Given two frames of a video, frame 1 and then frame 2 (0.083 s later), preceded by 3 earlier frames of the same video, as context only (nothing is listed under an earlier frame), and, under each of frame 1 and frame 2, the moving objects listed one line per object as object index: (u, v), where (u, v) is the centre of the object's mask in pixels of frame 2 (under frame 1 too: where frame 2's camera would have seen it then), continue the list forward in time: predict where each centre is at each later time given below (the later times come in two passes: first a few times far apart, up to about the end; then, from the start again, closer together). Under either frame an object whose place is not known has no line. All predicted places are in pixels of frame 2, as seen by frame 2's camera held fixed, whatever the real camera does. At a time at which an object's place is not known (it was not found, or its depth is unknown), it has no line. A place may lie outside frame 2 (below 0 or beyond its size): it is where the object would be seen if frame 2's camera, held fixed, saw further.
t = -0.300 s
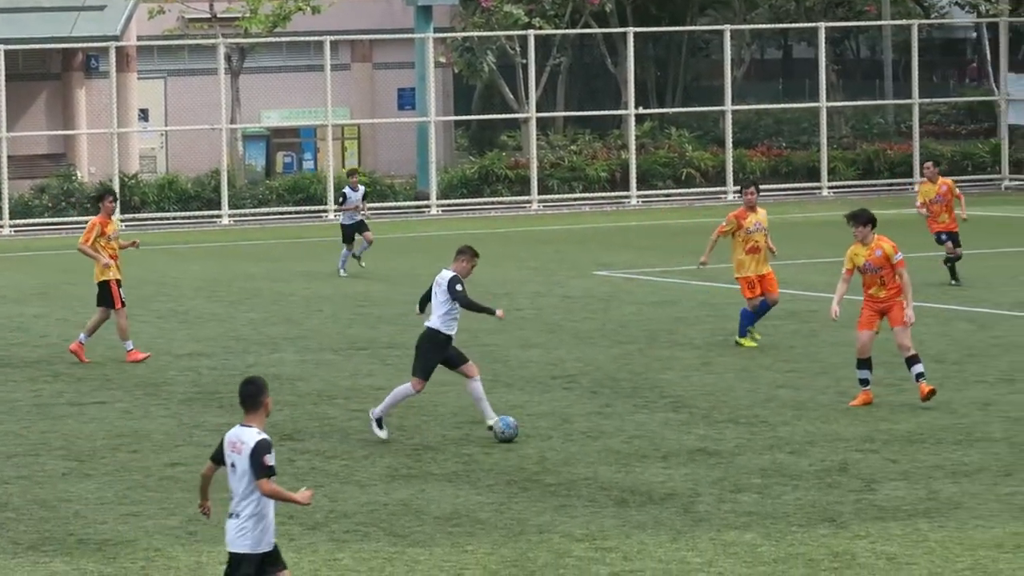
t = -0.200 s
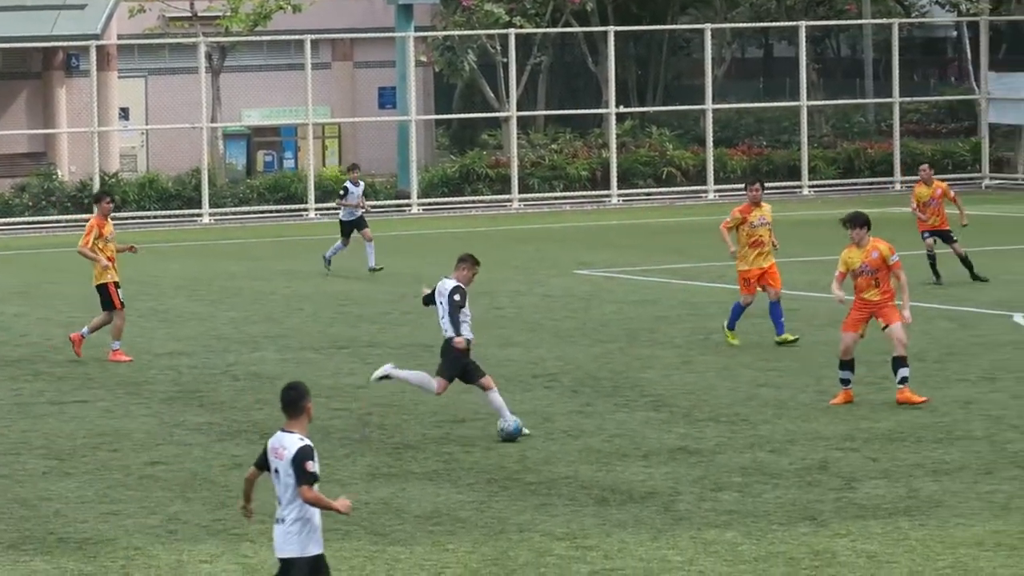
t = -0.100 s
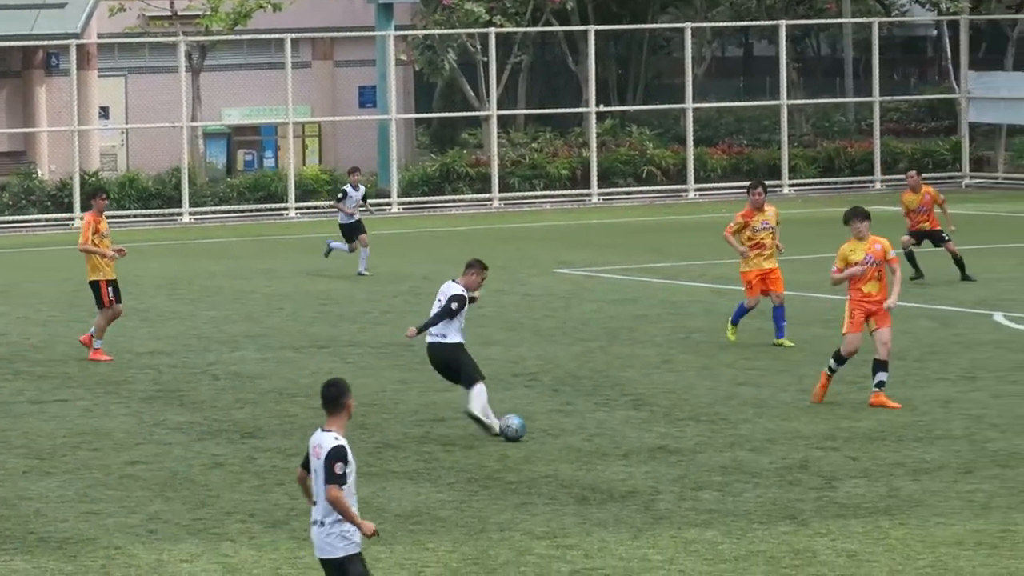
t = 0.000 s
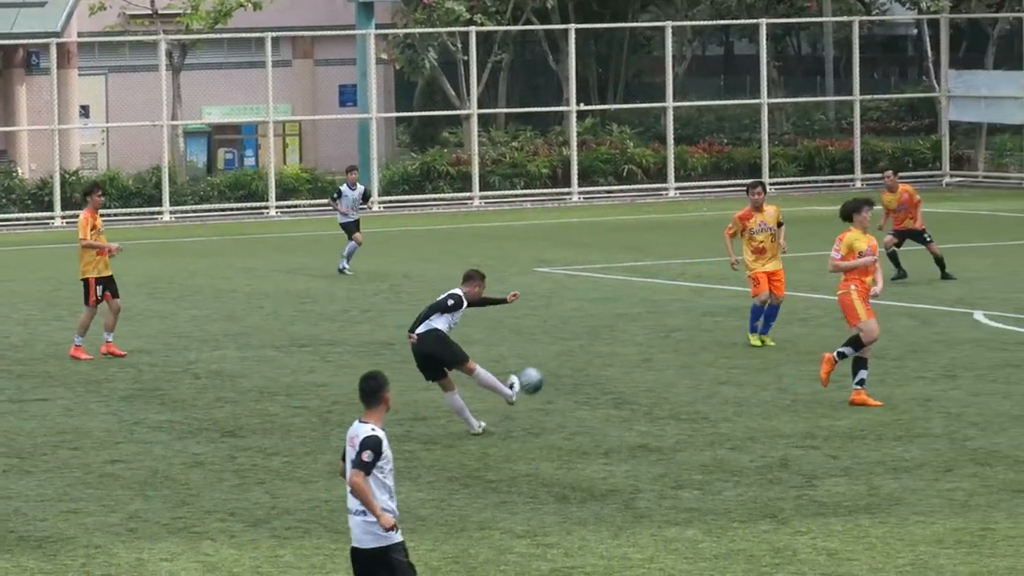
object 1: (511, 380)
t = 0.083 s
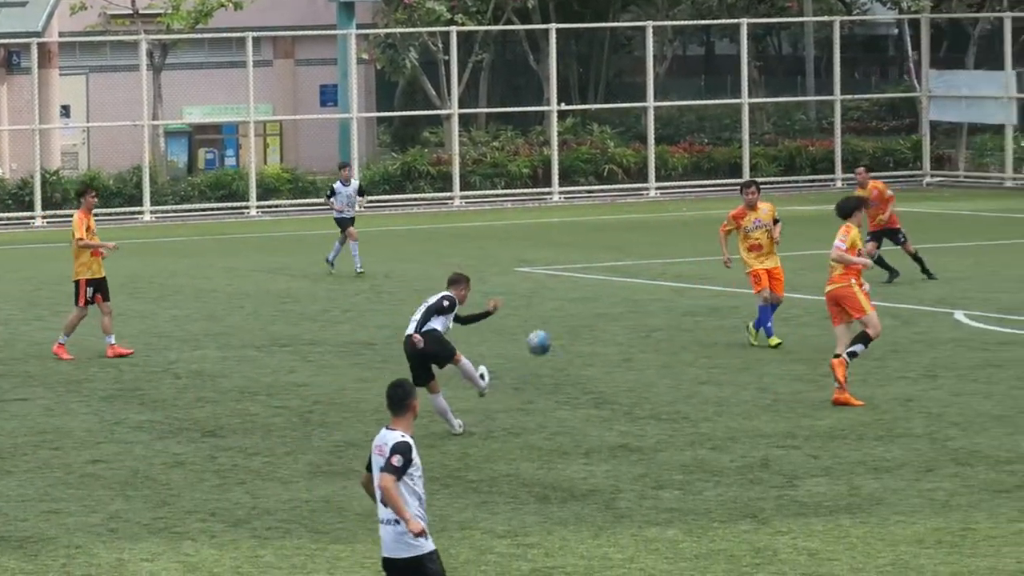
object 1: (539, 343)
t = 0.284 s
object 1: (580, 293)
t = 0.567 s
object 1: (598, 294)
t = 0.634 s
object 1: (597, 304)
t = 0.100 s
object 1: (543, 336)
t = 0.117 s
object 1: (548, 330)
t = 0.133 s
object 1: (551, 325)
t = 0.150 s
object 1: (556, 320)
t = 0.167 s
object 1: (560, 315)
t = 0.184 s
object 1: (563, 310)
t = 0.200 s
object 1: (567, 307)
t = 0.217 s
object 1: (570, 303)
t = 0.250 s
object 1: (575, 298)
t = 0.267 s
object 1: (579, 295)
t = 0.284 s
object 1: (580, 293)
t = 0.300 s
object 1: (583, 292)
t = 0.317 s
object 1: (585, 290)
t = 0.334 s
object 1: (587, 288)
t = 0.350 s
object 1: (588, 287)
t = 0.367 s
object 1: (590, 287)
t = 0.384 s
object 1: (591, 286)
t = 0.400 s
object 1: (593, 286)
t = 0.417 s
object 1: (593, 285)
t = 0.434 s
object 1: (595, 286)
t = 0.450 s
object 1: (596, 286)
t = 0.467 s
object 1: (596, 286)
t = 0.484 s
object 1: (597, 287)
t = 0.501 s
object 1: (597, 288)
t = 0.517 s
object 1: (598, 289)
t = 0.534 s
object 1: (598, 291)
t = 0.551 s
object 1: (598, 292)
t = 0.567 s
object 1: (598, 294)
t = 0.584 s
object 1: (598, 297)
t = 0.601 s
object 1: (597, 299)
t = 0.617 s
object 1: (597, 301)
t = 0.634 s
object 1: (597, 304)
